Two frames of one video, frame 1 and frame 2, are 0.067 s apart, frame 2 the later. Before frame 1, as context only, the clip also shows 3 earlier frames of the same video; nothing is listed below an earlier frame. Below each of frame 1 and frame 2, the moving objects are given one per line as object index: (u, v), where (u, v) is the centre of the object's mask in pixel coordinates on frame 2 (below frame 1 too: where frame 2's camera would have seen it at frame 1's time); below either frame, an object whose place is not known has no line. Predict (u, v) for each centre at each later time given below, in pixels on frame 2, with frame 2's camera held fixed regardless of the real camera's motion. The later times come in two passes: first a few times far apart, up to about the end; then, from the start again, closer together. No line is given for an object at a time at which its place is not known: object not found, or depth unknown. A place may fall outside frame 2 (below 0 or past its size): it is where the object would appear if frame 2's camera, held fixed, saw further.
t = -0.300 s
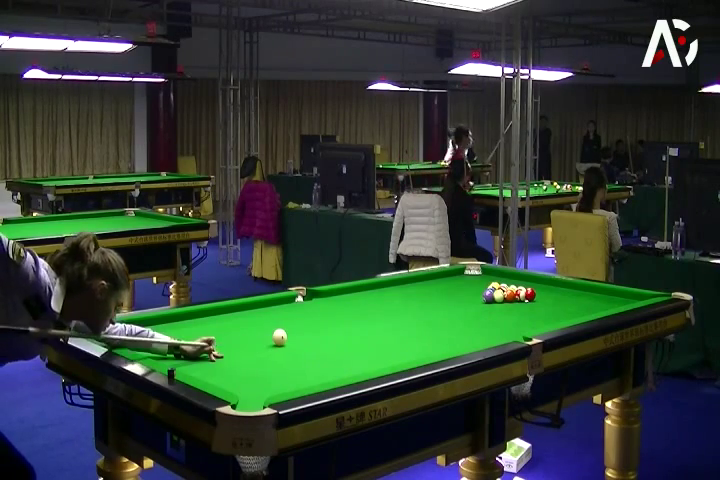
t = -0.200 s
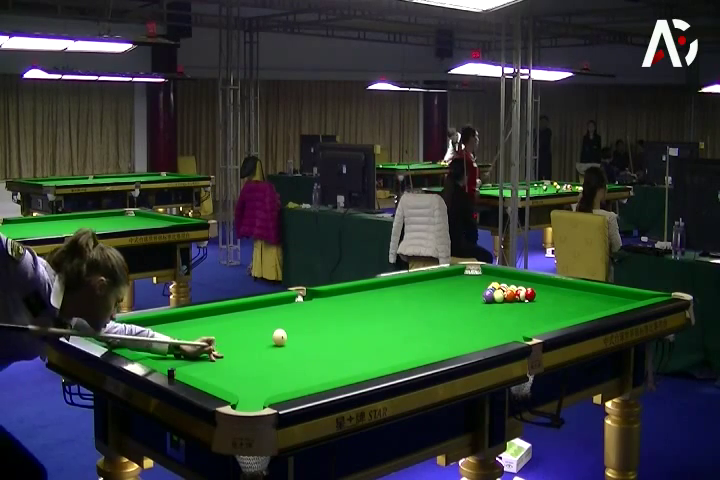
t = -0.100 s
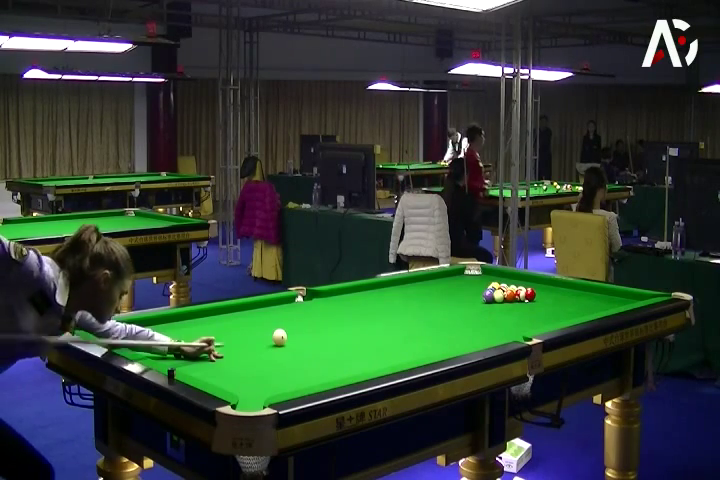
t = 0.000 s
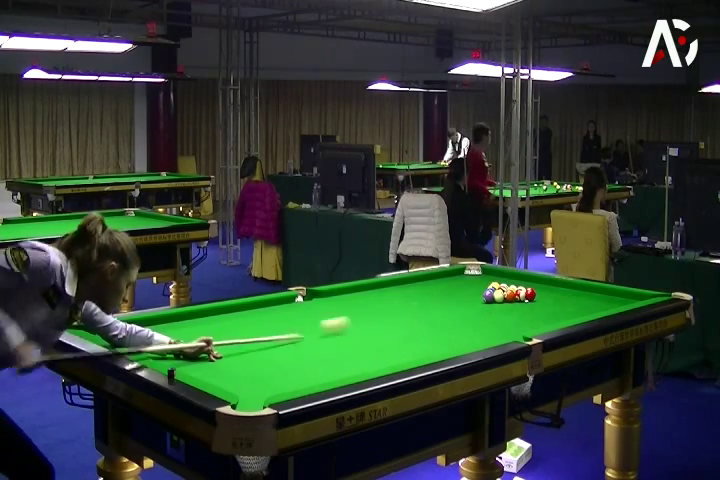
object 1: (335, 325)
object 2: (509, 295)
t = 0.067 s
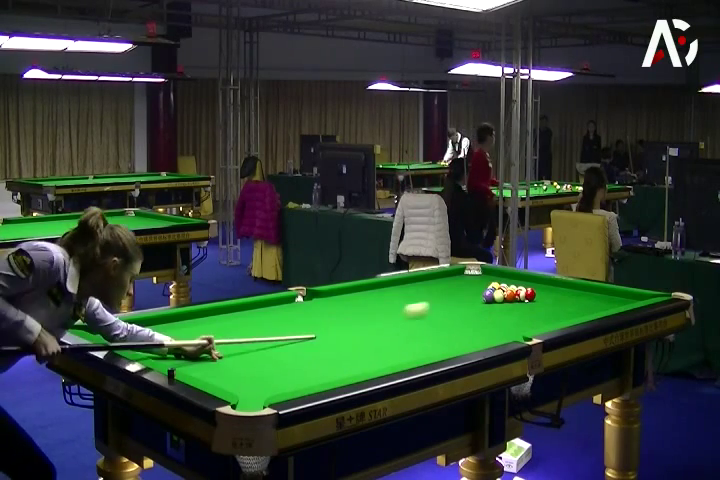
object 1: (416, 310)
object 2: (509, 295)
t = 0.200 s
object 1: (474, 298)
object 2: (511, 296)
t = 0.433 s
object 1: (455, 310)
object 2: (515, 302)
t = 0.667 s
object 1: (446, 316)
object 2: (519, 308)
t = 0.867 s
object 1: (441, 321)
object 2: (523, 313)
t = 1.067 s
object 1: (435, 323)
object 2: (528, 317)
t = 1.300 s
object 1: (430, 331)
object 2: (533, 322)
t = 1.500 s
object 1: (425, 336)
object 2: (537, 324)
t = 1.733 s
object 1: (419, 342)
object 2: (522, 328)
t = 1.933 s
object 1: (414, 346)
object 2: (508, 327)
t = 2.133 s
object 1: (409, 351)
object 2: (493, 329)
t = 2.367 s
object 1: (403, 355)
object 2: (478, 328)
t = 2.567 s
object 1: (398, 358)
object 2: (465, 328)
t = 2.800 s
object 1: (391, 362)
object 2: (452, 328)
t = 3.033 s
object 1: (377, 364)
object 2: (439, 328)
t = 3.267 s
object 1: (363, 366)
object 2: (424, 328)
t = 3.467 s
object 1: (353, 368)
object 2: (413, 329)
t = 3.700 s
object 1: (341, 370)
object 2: (400, 329)
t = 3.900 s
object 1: (332, 371)
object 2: (389, 328)
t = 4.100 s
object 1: (324, 373)
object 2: (380, 329)
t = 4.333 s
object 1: (315, 374)
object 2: (369, 329)
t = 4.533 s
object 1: (308, 375)
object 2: (361, 329)
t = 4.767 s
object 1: (301, 376)
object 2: (352, 328)
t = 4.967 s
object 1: (297, 376)
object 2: (345, 328)
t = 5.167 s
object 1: (293, 376)
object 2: (340, 328)
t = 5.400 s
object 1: (289, 377)
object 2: (334, 328)
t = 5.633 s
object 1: (287, 377)
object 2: (329, 328)
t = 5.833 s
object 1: (286, 377)
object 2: (326, 328)
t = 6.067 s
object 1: (286, 377)
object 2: (323, 328)
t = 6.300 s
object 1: (286, 377)
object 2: (321, 328)
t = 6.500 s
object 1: (286, 377)
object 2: (321, 328)
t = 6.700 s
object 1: (286, 377)
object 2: (321, 328)
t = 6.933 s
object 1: (286, 377)
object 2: (321, 328)
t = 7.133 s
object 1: (286, 377)
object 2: (321, 328)
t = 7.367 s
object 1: (286, 377)
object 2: (321, 328)
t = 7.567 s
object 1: (286, 377)
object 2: (321, 328)
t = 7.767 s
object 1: (286, 377)
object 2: (321, 328)
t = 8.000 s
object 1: (286, 377)
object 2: (321, 328)
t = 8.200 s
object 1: (286, 377)
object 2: (321, 328)
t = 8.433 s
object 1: (286, 377)
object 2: (321, 328)
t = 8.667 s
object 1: (286, 377)
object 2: (321, 328)
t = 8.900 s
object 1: (286, 377)
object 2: (321, 328)
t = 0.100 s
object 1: (452, 303)
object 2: (509, 295)
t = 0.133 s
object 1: (480, 297)
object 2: (510, 295)
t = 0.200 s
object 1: (474, 298)
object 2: (511, 296)
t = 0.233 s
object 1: (471, 302)
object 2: (511, 297)
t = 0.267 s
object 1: (468, 303)
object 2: (511, 298)
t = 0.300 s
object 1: (465, 304)
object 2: (512, 299)
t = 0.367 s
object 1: (460, 307)
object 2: (514, 301)
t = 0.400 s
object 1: (457, 309)
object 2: (514, 301)
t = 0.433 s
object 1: (455, 310)
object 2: (515, 302)
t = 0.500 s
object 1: (451, 312)
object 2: (516, 304)
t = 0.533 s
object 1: (449, 313)
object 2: (516, 304)
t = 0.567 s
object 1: (448, 314)
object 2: (517, 305)
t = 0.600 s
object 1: (447, 315)
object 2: (518, 306)
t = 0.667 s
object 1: (446, 316)
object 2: (519, 308)
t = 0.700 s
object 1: (445, 317)
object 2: (520, 308)
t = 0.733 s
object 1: (444, 318)
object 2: (521, 309)
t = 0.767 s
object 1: (443, 319)
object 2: (521, 310)
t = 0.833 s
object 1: (441, 320)
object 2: (523, 311)
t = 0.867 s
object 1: (441, 321)
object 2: (523, 313)
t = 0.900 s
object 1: (440, 322)
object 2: (524, 313)
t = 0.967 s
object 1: (438, 323)
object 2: (525, 315)
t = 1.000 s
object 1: (437, 324)
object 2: (526, 316)
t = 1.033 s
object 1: (437, 325)
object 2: (527, 317)
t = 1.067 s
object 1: (435, 323)
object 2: (528, 317)
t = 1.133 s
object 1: (434, 327)
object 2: (529, 319)
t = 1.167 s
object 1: (433, 328)
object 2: (530, 320)
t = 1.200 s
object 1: (432, 329)
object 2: (530, 321)
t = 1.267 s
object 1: (431, 330)
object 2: (532, 322)
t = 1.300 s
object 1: (430, 331)
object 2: (533, 322)
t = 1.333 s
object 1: (429, 332)
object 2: (533, 322)
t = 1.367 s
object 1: (428, 333)
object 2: (534, 323)
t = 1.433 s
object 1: (427, 334)
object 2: (535, 324)
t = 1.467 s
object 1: (426, 335)
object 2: (536, 324)
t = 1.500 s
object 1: (425, 336)
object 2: (537, 324)
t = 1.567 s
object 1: (423, 338)
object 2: (535, 325)
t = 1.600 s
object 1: (422, 338)
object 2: (532, 325)
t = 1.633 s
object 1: (421, 339)
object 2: (529, 326)
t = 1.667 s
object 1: (421, 340)
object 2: (527, 326)
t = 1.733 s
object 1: (419, 342)
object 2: (522, 328)
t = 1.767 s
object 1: (418, 342)
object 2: (519, 328)
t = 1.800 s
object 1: (418, 343)
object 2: (518, 328)
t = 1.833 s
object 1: (417, 344)
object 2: (515, 328)
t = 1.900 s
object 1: (415, 346)
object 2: (511, 327)
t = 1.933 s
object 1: (414, 346)
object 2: (508, 327)
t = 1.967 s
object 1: (413, 347)
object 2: (505, 327)
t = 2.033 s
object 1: (411, 349)
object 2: (500, 327)
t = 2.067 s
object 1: (410, 350)
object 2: (497, 328)
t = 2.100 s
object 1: (410, 350)
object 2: (495, 328)
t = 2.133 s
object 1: (409, 351)
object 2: (493, 329)
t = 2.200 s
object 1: (407, 352)
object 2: (489, 329)
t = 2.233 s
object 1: (406, 353)
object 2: (486, 329)
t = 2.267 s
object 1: (405, 353)
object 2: (485, 329)
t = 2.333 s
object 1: (404, 355)
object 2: (480, 328)
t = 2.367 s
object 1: (403, 355)
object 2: (478, 328)
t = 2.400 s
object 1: (402, 356)
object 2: (476, 328)
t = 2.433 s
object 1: (401, 356)
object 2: (473, 328)
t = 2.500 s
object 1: (399, 358)
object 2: (469, 328)
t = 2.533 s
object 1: (399, 358)
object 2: (467, 328)
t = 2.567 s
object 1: (398, 358)
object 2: (465, 328)
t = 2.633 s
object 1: (396, 360)
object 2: (461, 328)
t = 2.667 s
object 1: (395, 361)
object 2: (459, 328)
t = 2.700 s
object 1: (395, 361)
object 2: (457, 328)
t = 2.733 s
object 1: (394, 361)
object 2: (456, 328)
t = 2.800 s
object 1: (391, 362)
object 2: (452, 328)
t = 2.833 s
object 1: (389, 363)
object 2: (450, 328)
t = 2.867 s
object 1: (387, 363)
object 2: (448, 328)
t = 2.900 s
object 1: (385, 363)
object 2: (446, 328)
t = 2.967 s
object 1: (381, 364)
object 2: (443, 328)
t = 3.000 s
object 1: (378, 364)
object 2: (441, 328)
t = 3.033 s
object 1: (377, 364)
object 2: (439, 328)
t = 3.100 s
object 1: (373, 365)
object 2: (435, 328)
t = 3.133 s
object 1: (371, 365)
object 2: (433, 328)
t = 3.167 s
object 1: (369, 365)
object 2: (431, 328)
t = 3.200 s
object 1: (366, 366)
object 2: (429, 328)
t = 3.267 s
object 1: (363, 366)
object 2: (424, 328)
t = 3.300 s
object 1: (361, 367)
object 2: (422, 328)
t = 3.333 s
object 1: (360, 367)
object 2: (421, 328)
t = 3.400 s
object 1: (356, 368)
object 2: (417, 328)
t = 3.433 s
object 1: (355, 368)
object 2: (415, 328)
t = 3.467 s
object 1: (353, 368)
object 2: (413, 329)
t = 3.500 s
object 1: (351, 368)
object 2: (411, 329)
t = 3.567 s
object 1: (348, 369)
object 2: (407, 329)
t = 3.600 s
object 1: (346, 369)
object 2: (405, 329)
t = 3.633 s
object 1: (345, 369)
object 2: (404, 329)
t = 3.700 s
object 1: (341, 370)
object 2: (400, 329)
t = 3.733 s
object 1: (340, 370)
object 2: (398, 328)
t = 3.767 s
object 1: (338, 370)
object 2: (396, 329)
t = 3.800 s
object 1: (336, 371)
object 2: (394, 328)
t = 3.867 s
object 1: (333, 371)
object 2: (391, 328)
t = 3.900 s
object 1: (332, 371)
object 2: (389, 328)
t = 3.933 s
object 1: (331, 371)
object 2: (388, 329)
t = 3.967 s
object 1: (329, 372)
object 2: (386, 328)
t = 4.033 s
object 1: (326, 372)
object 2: (383, 328)
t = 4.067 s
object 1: (325, 373)
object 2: (381, 329)
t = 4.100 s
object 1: (324, 373)
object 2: (380, 329)
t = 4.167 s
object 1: (321, 373)
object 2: (376, 328)
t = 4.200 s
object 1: (319, 373)
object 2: (375, 329)
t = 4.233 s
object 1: (318, 373)
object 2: (373, 328)
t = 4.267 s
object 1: (317, 373)
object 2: (372, 329)
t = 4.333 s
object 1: (315, 374)
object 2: (369, 329)
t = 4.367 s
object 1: (313, 374)
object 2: (367, 329)
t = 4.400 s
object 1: (312, 374)
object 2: (366, 329)
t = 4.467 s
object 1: (310, 374)
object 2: (363, 329)
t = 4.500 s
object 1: (309, 375)
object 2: (362, 329)
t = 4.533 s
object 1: (308, 375)
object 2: (361, 329)
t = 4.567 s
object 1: (307, 375)
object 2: (359, 329)
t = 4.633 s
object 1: (305, 375)
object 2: (357, 329)
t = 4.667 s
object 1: (304, 375)
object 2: (356, 328)
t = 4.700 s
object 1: (303, 375)
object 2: (354, 328)
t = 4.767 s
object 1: (301, 376)
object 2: (352, 328)
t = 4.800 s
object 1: (301, 376)
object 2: (351, 328)
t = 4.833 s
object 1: (300, 376)
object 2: (350, 328)
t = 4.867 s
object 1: (299, 376)
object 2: (349, 328)
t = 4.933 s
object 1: (297, 376)
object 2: (347, 328)
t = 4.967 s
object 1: (297, 376)
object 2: (345, 328)
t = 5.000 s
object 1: (296, 376)
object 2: (344, 328)
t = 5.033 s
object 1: (295, 376)
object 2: (343, 329)
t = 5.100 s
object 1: (294, 376)
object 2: (341, 328)
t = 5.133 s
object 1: (293, 376)
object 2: (340, 329)
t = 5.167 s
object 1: (293, 376)
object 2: (340, 328)
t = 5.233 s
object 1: (292, 377)
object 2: (338, 329)
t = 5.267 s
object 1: (291, 377)
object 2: (337, 328)
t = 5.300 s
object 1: (291, 377)
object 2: (336, 328)
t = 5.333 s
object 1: (290, 377)
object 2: (335, 328)
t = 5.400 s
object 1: (289, 377)
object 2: (334, 328)
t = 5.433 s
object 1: (289, 377)
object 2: (333, 328)
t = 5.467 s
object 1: (289, 377)
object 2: (332, 328)
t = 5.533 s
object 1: (288, 377)
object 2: (331, 328)
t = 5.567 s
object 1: (288, 377)
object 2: (330, 328)
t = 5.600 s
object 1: (288, 377)
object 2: (329, 328)
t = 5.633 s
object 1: (287, 377)
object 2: (329, 328)
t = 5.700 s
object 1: (287, 377)
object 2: (328, 328)
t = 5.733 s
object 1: (287, 377)
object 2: (327, 328)
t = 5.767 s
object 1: (286, 377)
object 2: (327, 328)
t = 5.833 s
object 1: (286, 377)
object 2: (326, 328)
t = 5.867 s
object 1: (286, 377)
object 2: (325, 328)
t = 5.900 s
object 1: (286, 377)
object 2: (325, 328)
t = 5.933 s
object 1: (286, 377)
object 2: (324, 328)
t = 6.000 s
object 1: (286, 377)
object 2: (324, 328)
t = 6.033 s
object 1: (286, 377)
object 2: (323, 328)
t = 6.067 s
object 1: (286, 377)
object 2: (323, 328)
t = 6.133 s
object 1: (286, 377)
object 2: (322, 328)
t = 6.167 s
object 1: (286, 377)
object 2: (322, 328)
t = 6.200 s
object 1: (286, 377)
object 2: (322, 328)
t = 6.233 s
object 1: (286, 377)
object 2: (322, 328)
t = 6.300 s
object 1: (286, 377)
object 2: (321, 328)
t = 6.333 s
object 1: (286, 377)
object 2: (321, 328)
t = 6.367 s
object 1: (286, 377)
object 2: (321, 328)
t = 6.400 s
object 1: (286, 377)
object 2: (321, 328)
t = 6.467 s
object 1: (286, 377)
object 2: (321, 328)
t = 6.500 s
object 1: (286, 377)
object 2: (321, 328)
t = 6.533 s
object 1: (286, 377)
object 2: (321, 328)
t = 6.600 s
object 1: (286, 377)
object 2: (321, 328)
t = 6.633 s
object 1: (286, 377)
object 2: (321, 328)
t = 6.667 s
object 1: (286, 377)
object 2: (321, 328)
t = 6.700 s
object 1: (286, 377)
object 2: (321, 328)
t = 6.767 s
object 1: (286, 377)
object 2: (321, 328)
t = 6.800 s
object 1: (286, 377)
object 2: (321, 328)
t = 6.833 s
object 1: (286, 377)
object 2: (321, 328)
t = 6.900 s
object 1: (286, 377)
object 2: (321, 328)
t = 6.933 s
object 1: (286, 377)
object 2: (321, 328)
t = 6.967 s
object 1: (286, 377)
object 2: (321, 328)
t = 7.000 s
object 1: (286, 377)
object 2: (321, 328)
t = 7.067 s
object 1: (286, 377)
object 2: (321, 328)
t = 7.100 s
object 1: (286, 377)
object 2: (321, 328)
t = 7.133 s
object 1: (286, 377)
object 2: (321, 328)
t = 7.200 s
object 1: (286, 377)
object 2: (321, 328)
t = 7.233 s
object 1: (286, 377)
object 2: (321, 328)
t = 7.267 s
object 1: (286, 377)
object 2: (321, 328)
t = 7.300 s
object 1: (286, 377)
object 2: (321, 328)
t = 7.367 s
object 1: (286, 377)
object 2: (321, 328)
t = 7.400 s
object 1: (286, 377)
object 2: (321, 328)
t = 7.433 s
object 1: (286, 377)
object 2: (321, 328)
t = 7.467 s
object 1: (286, 377)
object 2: (321, 328)
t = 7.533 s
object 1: (286, 377)
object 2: (321, 328)
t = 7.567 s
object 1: (286, 377)
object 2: (321, 328)
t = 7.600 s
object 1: (286, 377)
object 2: (321, 328)
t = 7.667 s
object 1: (286, 377)
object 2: (321, 328)
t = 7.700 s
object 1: (286, 377)
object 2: (321, 328)
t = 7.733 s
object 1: (286, 377)
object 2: (321, 328)
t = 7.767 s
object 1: (286, 377)
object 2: (321, 328)
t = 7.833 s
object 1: (286, 377)
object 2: (321, 328)
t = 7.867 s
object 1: (286, 377)
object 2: (321, 328)
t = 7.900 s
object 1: (286, 377)
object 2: (321, 328)
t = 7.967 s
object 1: (286, 377)
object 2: (321, 328)
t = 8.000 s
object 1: (286, 377)
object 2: (321, 328)
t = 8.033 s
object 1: (286, 377)
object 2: (321, 328)
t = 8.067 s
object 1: (286, 377)
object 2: (321, 328)
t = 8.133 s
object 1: (286, 377)
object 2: (321, 328)
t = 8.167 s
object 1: (286, 377)
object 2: (321, 328)
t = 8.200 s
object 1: (286, 377)
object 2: (321, 328)
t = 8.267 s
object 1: (286, 377)
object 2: (321, 328)
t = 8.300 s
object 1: (286, 377)
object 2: (321, 328)
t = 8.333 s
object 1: (286, 377)
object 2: (321, 328)
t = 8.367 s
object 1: (286, 377)
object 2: (321, 328)
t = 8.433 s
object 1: (286, 377)
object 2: (321, 328)
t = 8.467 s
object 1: (286, 377)
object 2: (321, 328)
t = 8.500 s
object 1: (286, 377)
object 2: (321, 328)
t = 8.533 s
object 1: (286, 377)
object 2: (321, 328)
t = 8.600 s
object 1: (286, 377)
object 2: (321, 328)
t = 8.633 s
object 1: (286, 377)
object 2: (321, 328)
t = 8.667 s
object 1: (286, 377)
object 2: (321, 328)
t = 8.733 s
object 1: (286, 377)
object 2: (321, 328)
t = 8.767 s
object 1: (286, 377)
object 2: (321, 328)
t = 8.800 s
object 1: (286, 377)
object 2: (321, 328)
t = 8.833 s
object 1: (286, 377)
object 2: (321, 328)
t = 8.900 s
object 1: (286, 377)
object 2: (321, 328)
